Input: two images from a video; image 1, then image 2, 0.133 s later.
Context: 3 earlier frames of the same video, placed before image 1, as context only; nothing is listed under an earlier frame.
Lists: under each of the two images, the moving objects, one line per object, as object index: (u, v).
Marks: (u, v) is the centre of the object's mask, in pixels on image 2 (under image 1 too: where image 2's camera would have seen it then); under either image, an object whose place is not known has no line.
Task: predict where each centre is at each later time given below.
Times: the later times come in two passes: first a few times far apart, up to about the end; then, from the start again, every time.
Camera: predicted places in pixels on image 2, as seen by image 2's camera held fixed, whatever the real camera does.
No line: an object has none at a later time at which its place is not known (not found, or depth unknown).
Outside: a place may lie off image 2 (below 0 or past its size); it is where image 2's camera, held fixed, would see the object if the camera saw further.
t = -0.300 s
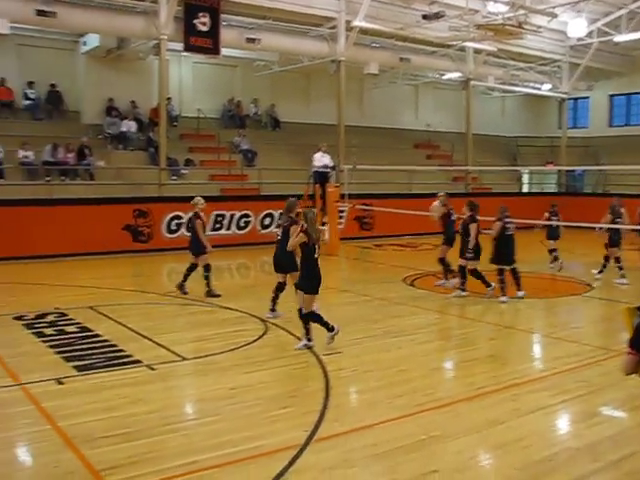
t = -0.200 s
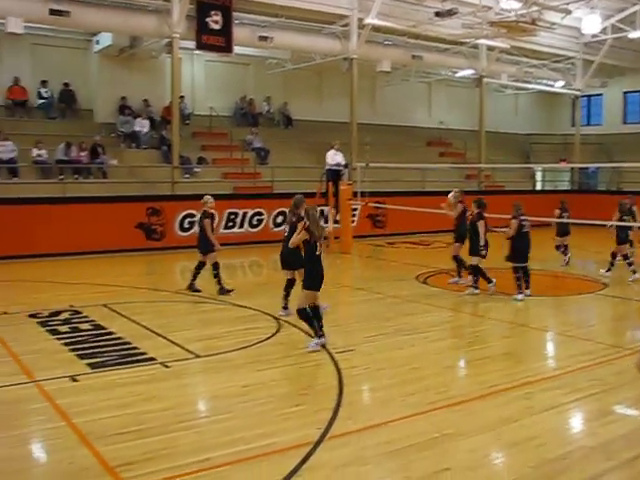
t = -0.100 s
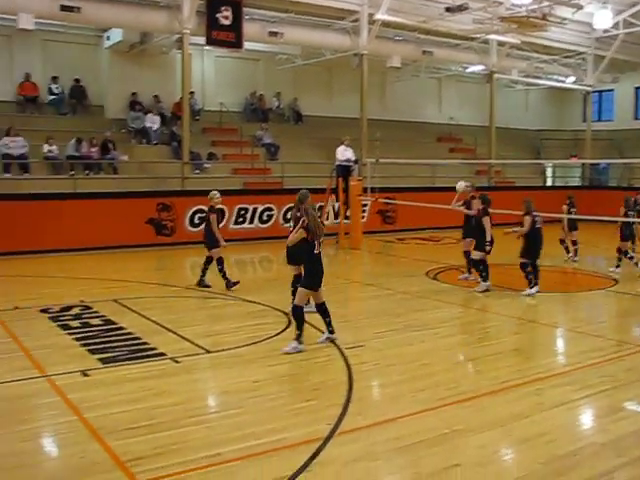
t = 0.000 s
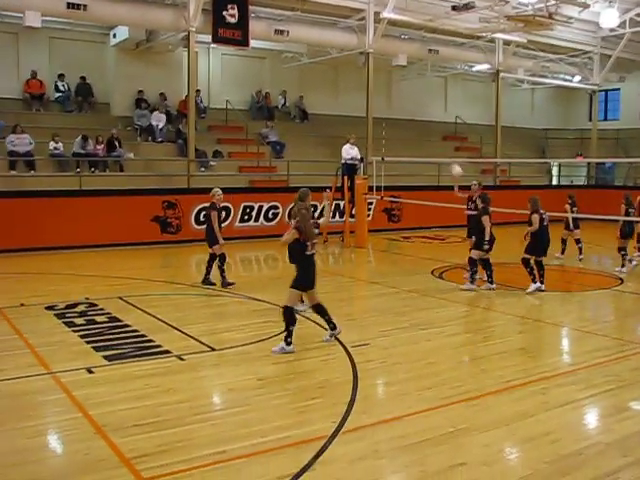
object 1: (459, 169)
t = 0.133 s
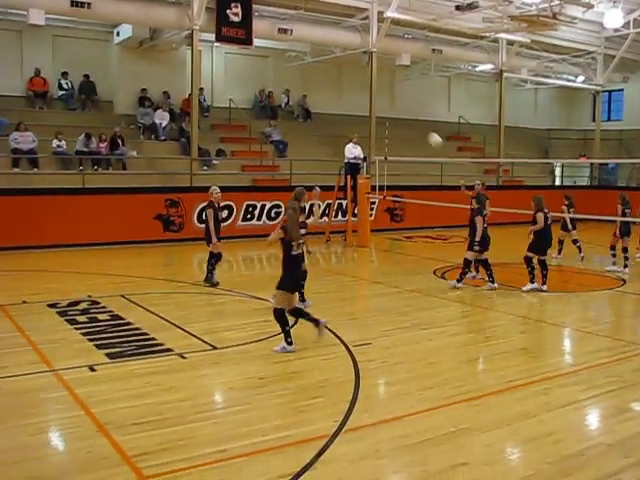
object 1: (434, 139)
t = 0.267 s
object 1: (407, 115)
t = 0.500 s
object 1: (351, 96)
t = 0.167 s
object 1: (428, 133)
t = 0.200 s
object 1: (421, 127)
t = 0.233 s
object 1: (414, 121)
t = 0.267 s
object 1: (407, 115)
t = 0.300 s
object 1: (399, 111)
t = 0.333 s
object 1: (391, 107)
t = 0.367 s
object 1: (383, 103)
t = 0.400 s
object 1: (376, 101)
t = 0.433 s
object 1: (368, 98)
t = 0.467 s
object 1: (359, 97)
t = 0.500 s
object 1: (351, 96)
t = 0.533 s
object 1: (342, 96)
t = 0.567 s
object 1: (333, 97)
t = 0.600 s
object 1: (323, 97)
